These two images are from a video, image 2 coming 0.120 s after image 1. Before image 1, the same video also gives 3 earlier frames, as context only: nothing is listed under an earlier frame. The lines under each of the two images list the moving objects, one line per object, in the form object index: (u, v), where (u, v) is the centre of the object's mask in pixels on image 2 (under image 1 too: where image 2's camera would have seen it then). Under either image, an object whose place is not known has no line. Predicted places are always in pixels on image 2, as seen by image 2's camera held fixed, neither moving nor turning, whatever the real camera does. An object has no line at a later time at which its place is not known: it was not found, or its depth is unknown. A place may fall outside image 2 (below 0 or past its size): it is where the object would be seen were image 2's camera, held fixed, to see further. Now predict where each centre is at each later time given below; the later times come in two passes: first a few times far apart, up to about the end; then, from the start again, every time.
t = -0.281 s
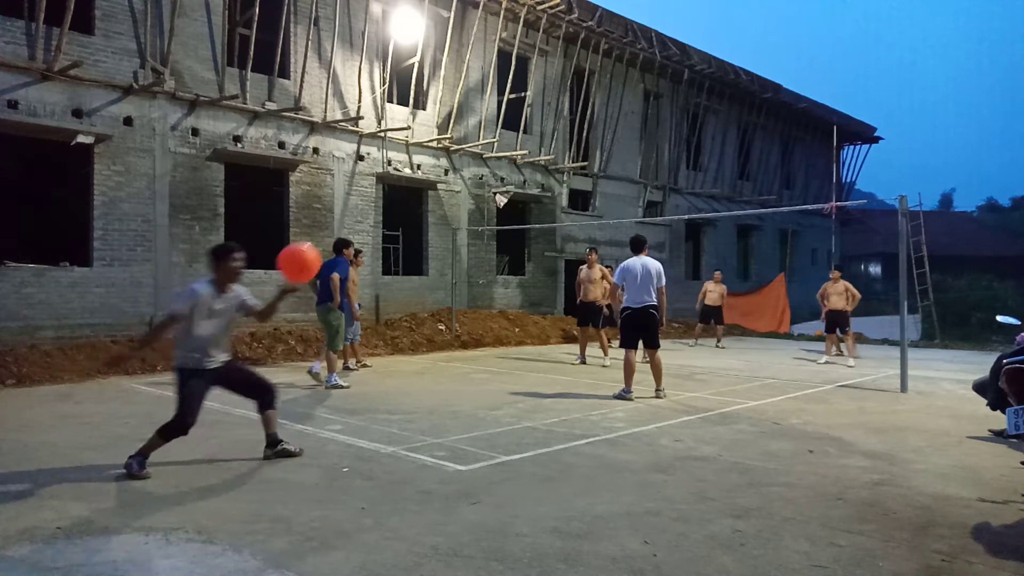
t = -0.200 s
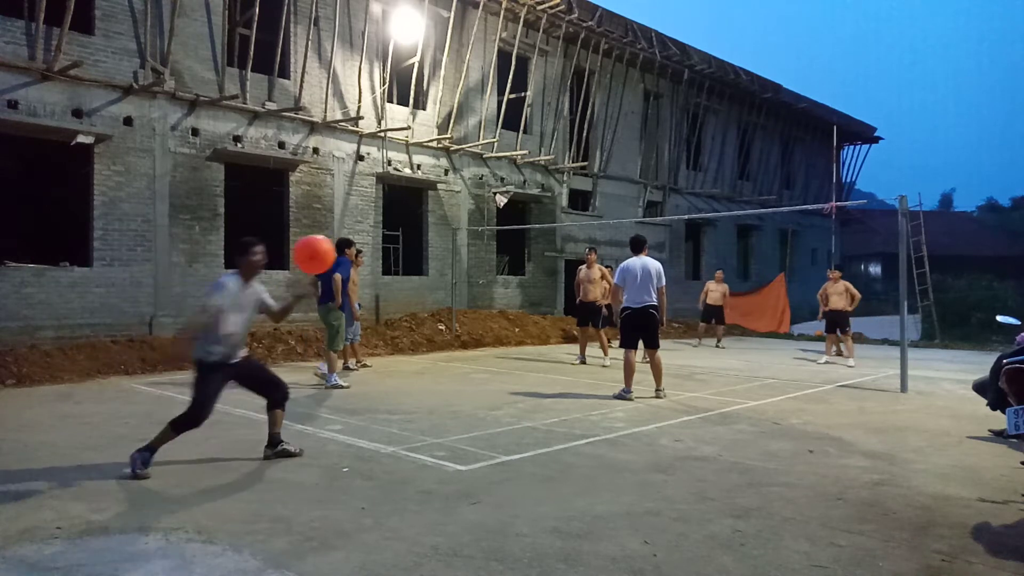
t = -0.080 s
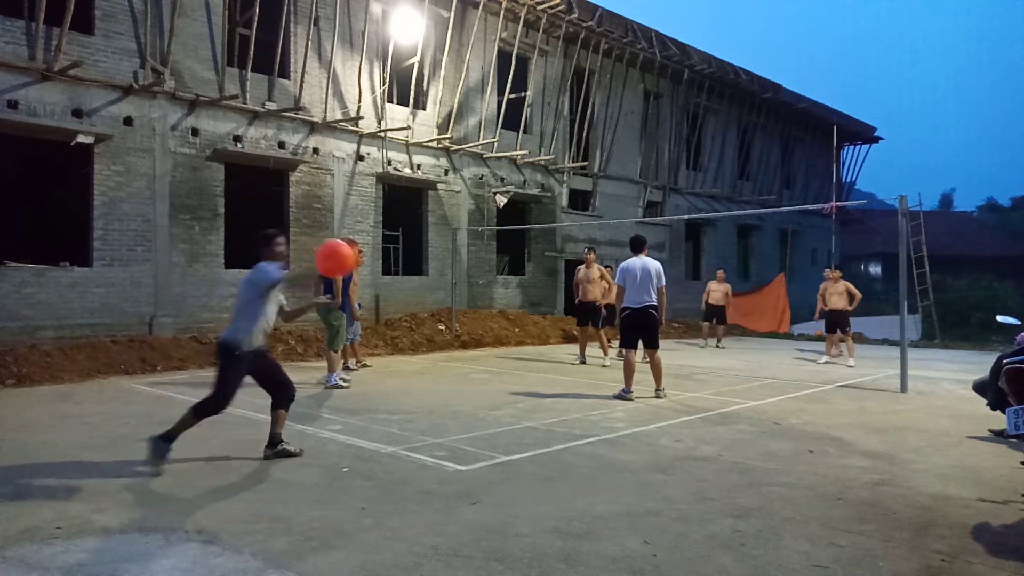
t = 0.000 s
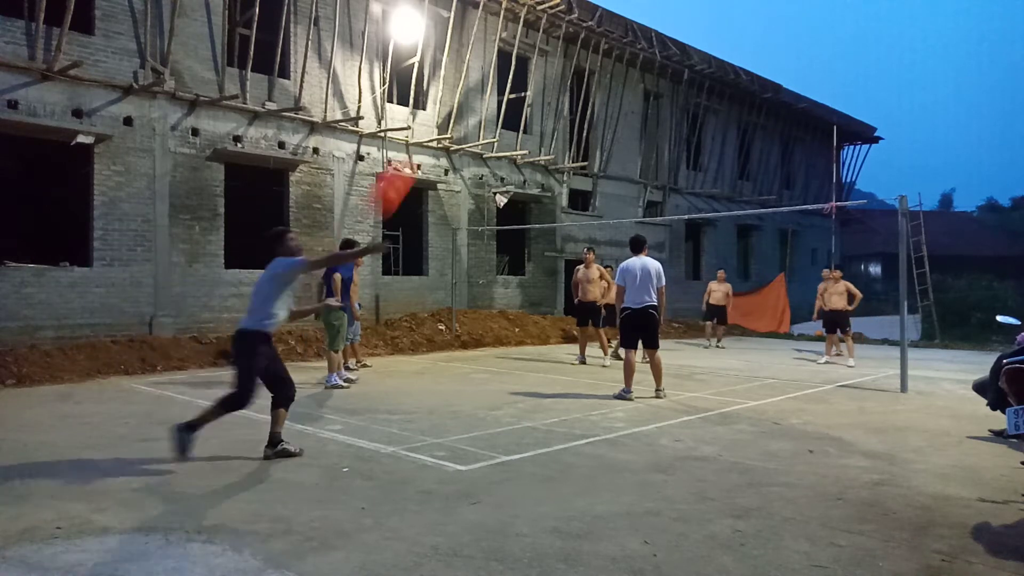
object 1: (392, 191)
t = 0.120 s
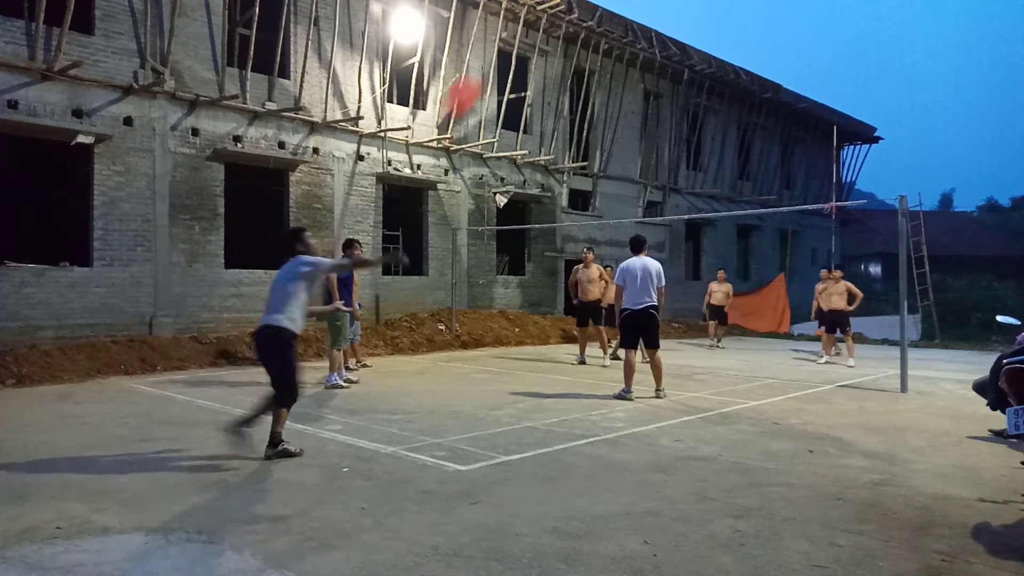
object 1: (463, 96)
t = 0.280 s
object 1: (526, 31)
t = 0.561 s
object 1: (593, 11)
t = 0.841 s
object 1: (633, 53)
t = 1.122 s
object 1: (657, 134)
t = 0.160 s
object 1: (482, 74)
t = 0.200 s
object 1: (498, 56)
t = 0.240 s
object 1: (513, 43)
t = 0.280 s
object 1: (526, 31)
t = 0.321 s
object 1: (539, 24)
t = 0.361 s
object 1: (549, 17)
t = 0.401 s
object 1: (560, 12)
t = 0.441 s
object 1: (569, 11)
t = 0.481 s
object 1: (579, 10)
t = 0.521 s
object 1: (586, 10)
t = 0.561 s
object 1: (593, 11)
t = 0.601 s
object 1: (601, 13)
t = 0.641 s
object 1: (607, 18)
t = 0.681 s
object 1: (613, 22)
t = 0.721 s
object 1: (619, 28)
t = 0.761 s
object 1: (624, 35)
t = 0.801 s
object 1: (629, 44)
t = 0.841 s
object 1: (633, 53)
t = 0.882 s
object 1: (637, 62)
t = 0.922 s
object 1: (642, 73)
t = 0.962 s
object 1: (645, 84)
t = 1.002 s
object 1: (649, 95)
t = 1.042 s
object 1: (652, 108)
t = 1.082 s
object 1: (655, 120)
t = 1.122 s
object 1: (657, 134)
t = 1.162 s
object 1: (660, 147)
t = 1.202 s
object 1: (662, 161)
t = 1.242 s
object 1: (665, 175)
